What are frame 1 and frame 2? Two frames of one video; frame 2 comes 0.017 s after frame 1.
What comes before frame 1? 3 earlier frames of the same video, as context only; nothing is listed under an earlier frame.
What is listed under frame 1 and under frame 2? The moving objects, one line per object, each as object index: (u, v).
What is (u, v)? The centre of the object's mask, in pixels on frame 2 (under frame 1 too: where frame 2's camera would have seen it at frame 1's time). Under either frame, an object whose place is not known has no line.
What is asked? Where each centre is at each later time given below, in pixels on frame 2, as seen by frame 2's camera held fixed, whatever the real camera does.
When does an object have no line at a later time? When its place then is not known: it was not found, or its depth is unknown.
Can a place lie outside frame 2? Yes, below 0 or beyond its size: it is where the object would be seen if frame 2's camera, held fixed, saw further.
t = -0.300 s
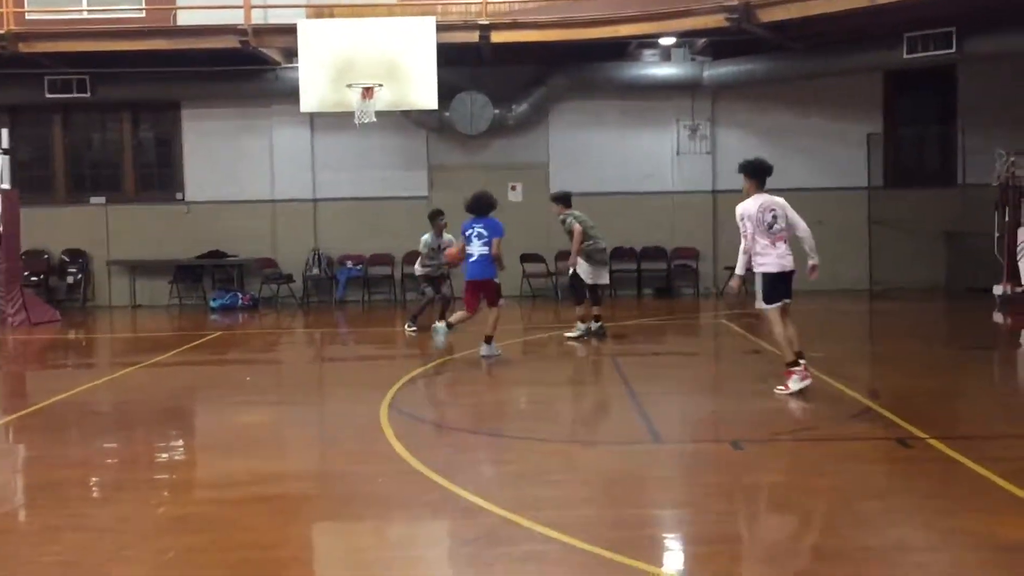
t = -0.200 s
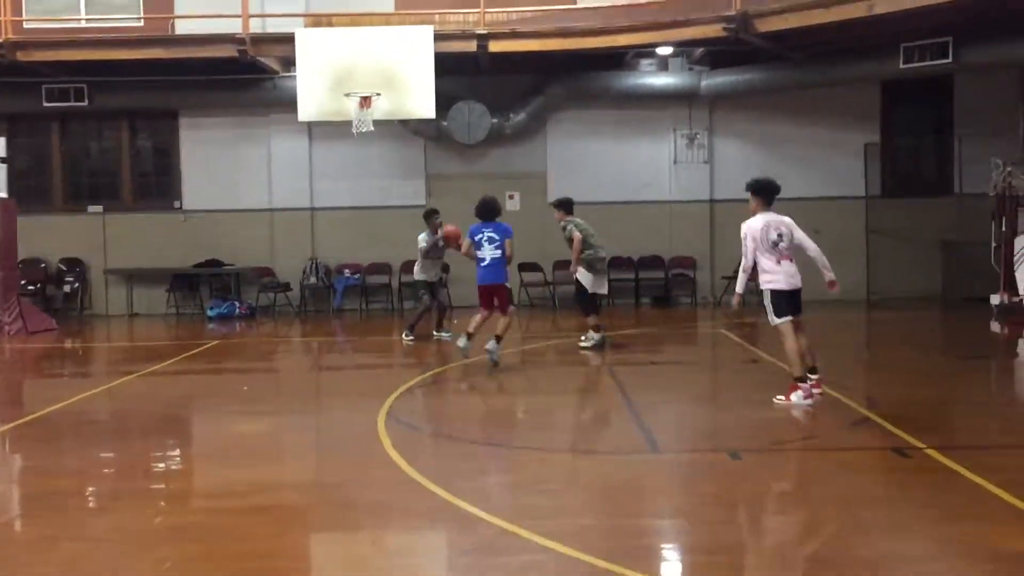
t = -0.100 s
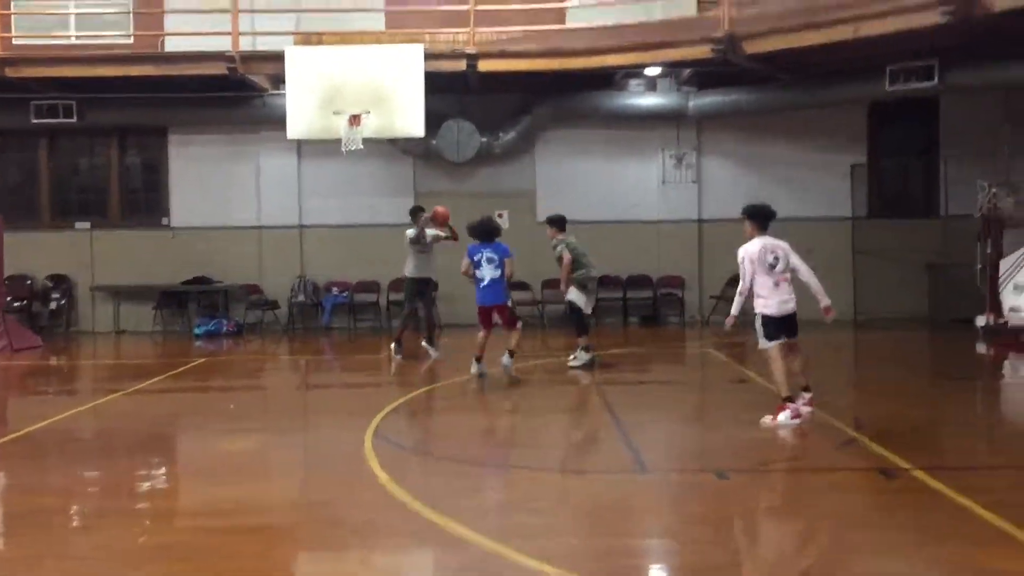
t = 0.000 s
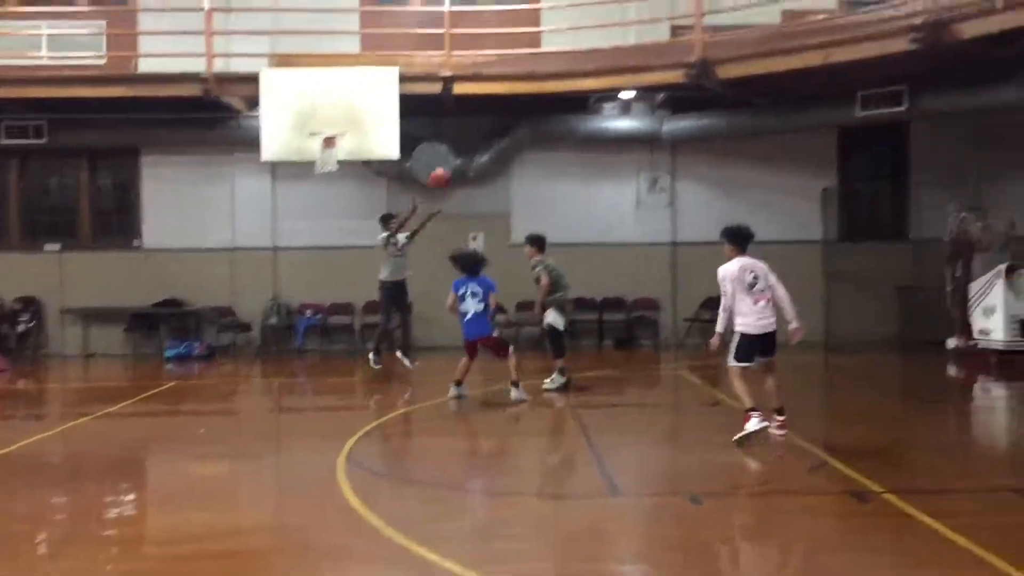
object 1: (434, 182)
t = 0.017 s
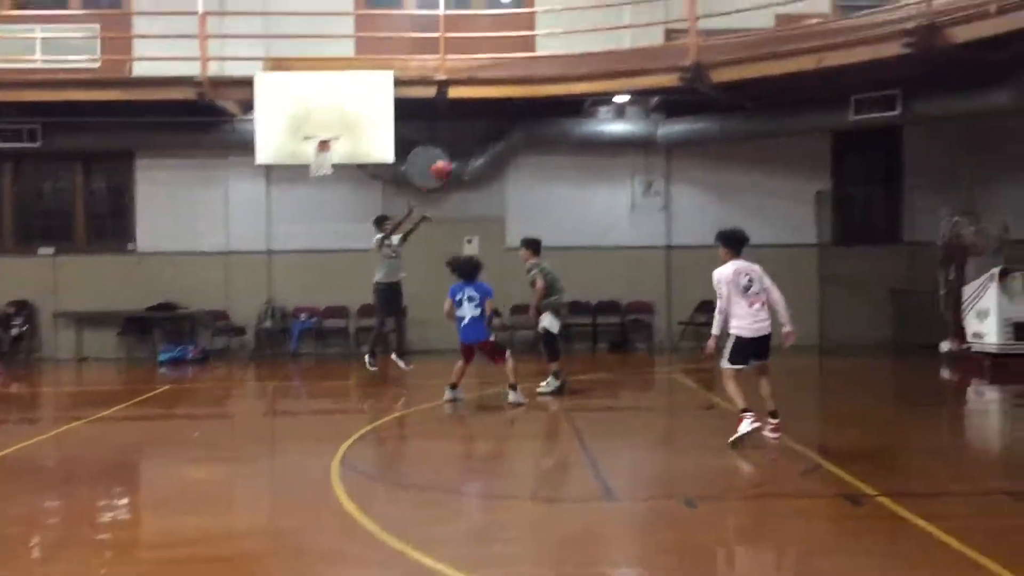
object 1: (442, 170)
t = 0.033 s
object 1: (448, 159)
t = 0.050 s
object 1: (454, 150)
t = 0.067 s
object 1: (459, 139)
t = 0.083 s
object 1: (466, 129)
